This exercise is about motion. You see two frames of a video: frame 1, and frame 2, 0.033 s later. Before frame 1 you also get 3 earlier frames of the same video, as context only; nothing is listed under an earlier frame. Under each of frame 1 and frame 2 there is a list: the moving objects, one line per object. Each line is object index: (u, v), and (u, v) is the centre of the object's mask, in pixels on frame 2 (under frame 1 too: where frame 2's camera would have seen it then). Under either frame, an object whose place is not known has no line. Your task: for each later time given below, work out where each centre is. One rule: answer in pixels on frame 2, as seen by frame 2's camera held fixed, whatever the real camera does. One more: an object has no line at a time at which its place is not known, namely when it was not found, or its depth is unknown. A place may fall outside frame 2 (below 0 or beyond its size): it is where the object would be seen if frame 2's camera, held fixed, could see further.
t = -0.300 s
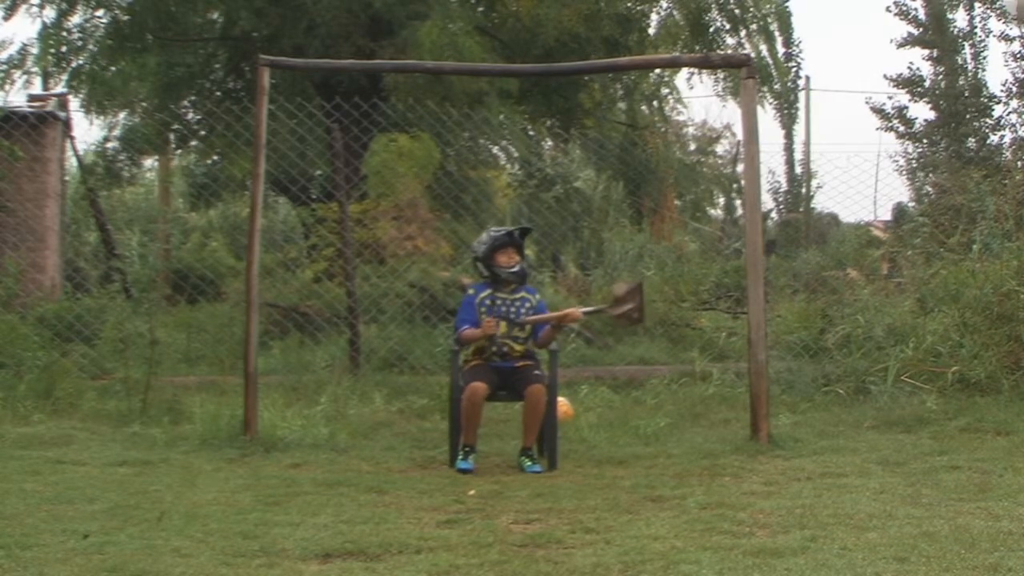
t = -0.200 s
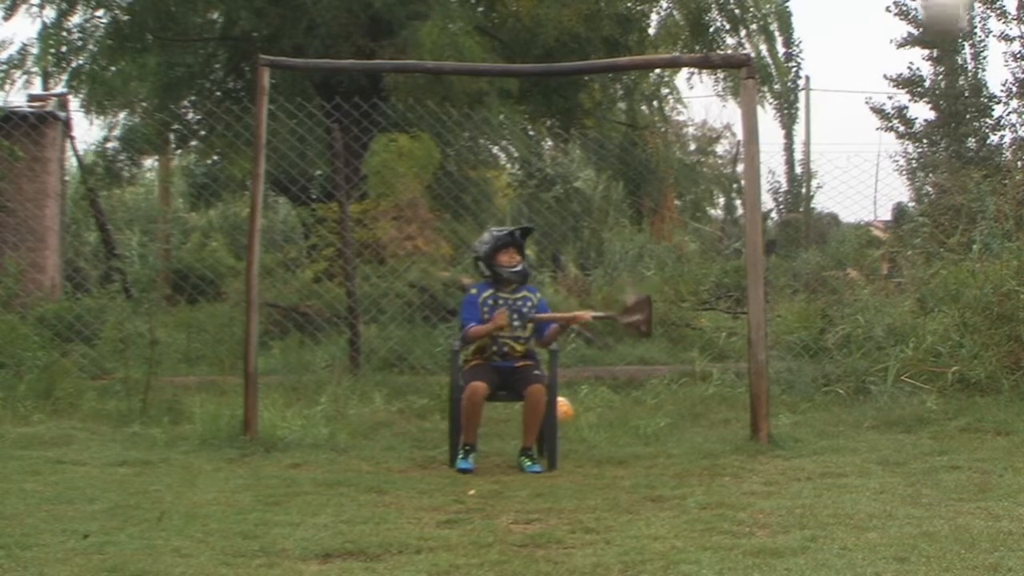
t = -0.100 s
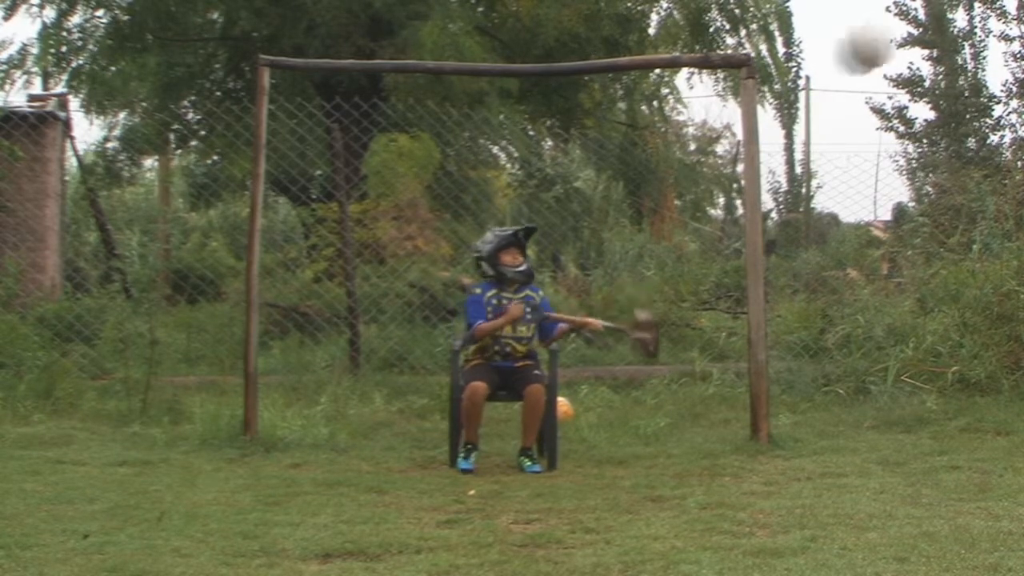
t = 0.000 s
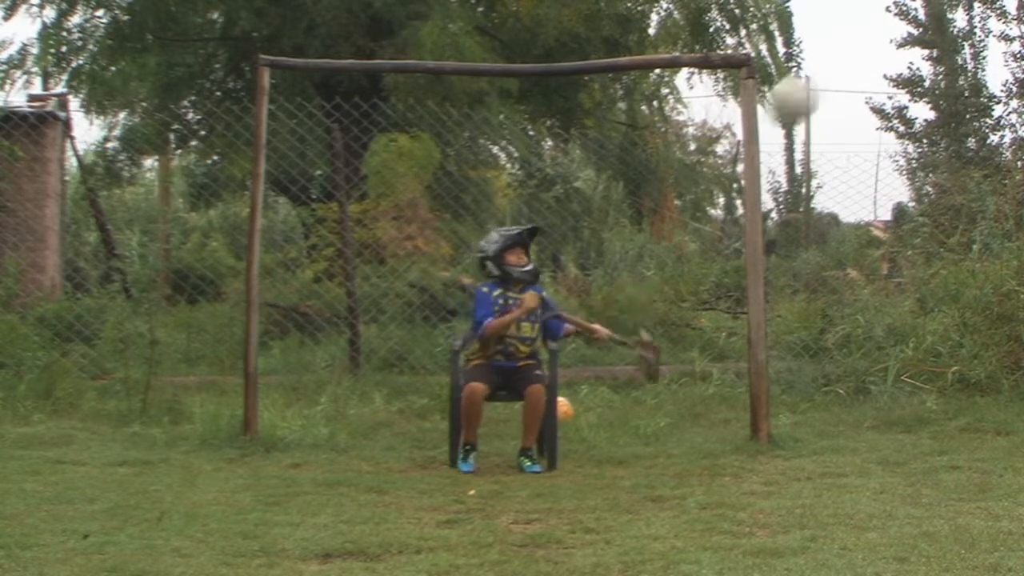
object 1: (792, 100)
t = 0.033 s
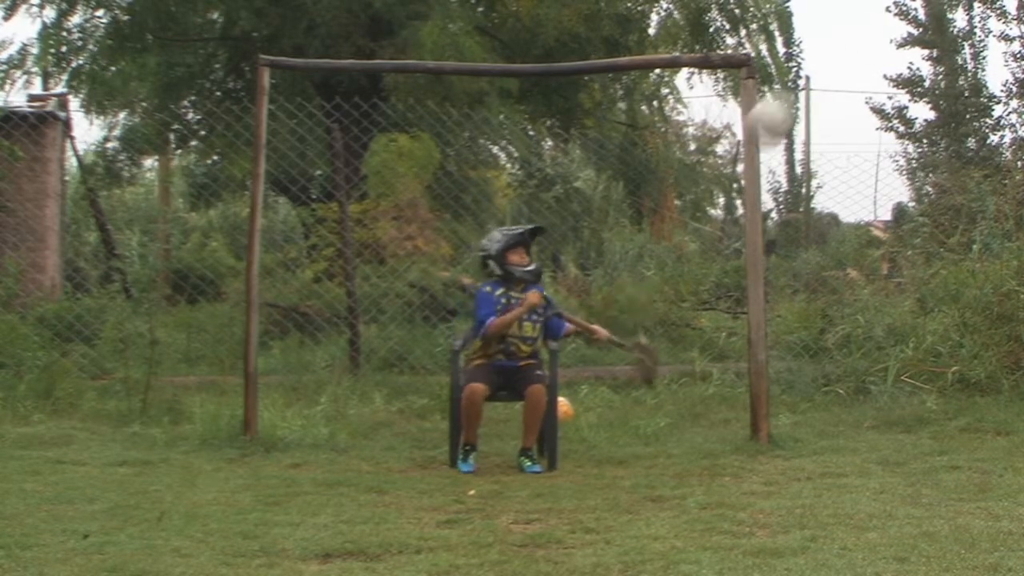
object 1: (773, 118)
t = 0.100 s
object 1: (726, 169)
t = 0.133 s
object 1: (708, 189)
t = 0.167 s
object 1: (692, 216)
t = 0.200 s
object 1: (674, 245)
